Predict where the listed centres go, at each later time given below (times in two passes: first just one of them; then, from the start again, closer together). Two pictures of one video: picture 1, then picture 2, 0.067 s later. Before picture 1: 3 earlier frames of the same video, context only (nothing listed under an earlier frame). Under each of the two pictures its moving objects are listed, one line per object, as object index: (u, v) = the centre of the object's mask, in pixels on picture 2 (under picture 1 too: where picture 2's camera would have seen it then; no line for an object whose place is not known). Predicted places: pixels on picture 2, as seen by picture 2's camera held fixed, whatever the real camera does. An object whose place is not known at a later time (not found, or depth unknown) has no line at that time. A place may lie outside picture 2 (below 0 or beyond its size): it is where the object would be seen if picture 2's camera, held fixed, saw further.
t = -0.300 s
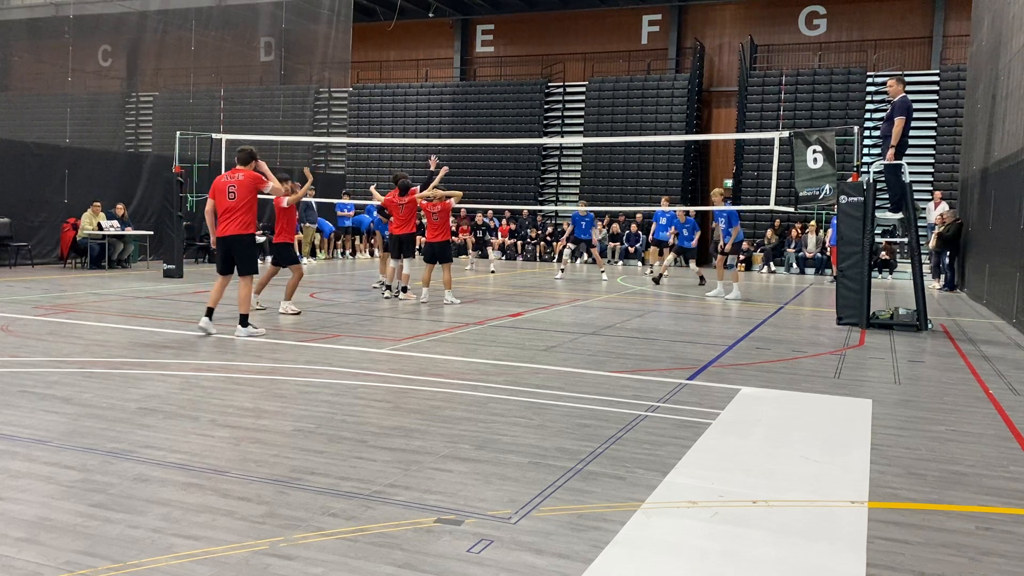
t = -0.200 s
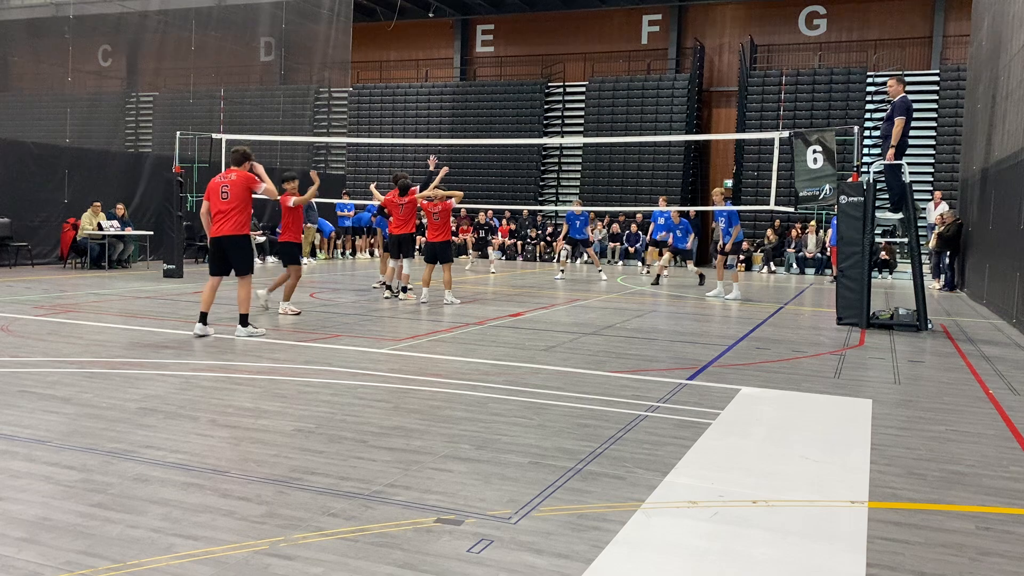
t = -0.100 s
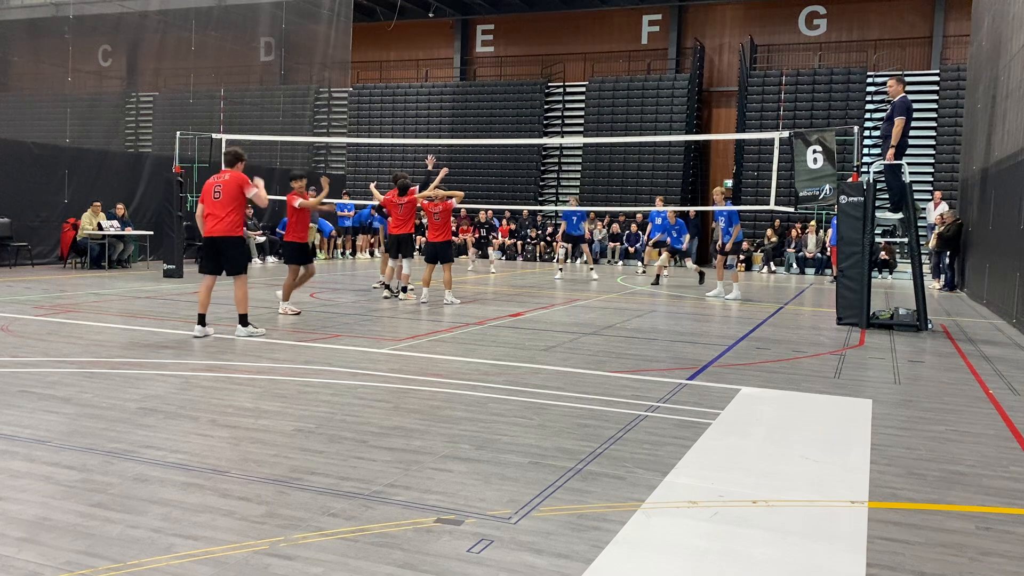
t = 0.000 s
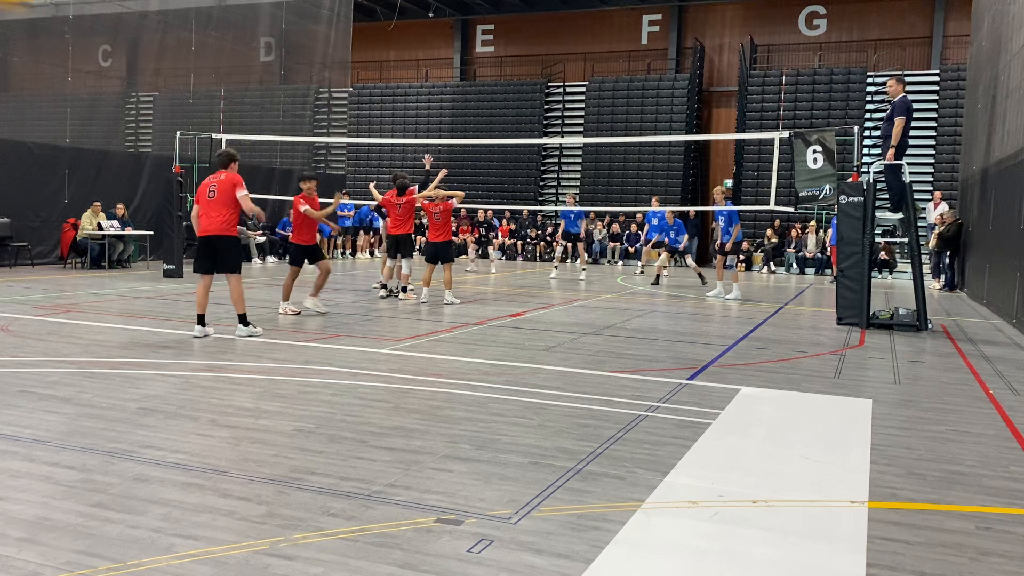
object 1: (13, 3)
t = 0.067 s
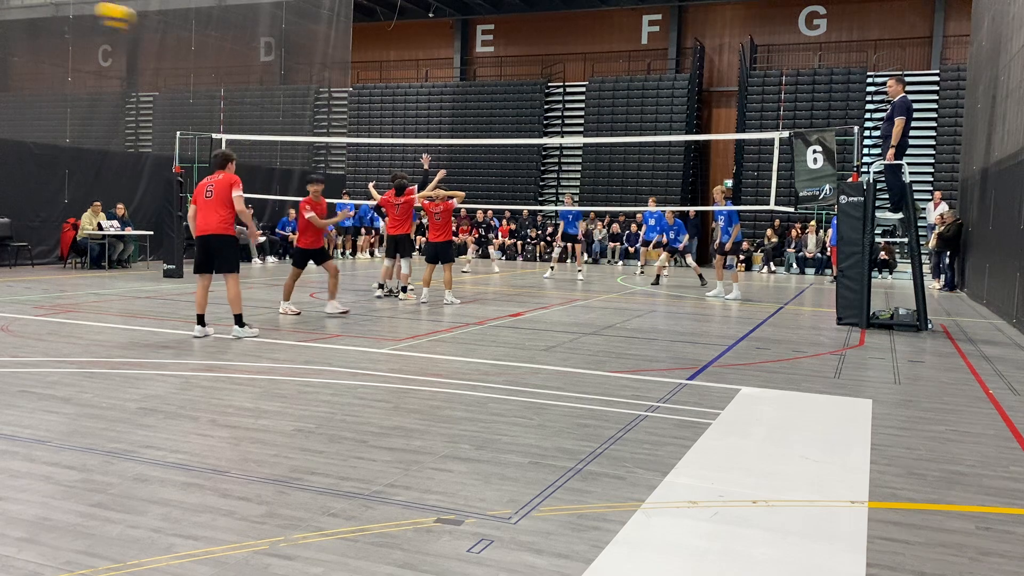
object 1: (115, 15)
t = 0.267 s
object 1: (320, 66)
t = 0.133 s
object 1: (198, 32)
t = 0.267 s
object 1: (320, 66)
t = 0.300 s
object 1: (344, 75)
